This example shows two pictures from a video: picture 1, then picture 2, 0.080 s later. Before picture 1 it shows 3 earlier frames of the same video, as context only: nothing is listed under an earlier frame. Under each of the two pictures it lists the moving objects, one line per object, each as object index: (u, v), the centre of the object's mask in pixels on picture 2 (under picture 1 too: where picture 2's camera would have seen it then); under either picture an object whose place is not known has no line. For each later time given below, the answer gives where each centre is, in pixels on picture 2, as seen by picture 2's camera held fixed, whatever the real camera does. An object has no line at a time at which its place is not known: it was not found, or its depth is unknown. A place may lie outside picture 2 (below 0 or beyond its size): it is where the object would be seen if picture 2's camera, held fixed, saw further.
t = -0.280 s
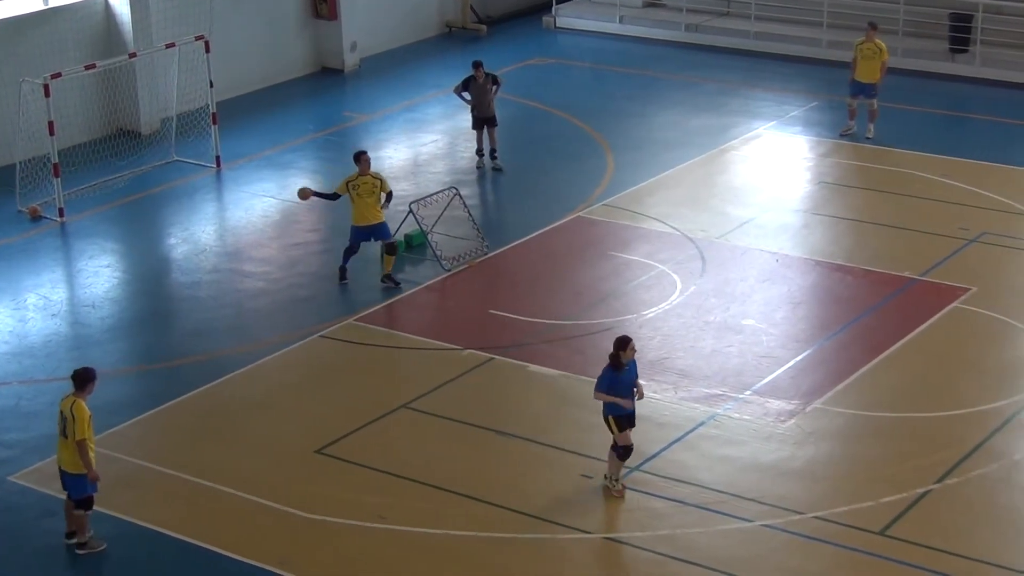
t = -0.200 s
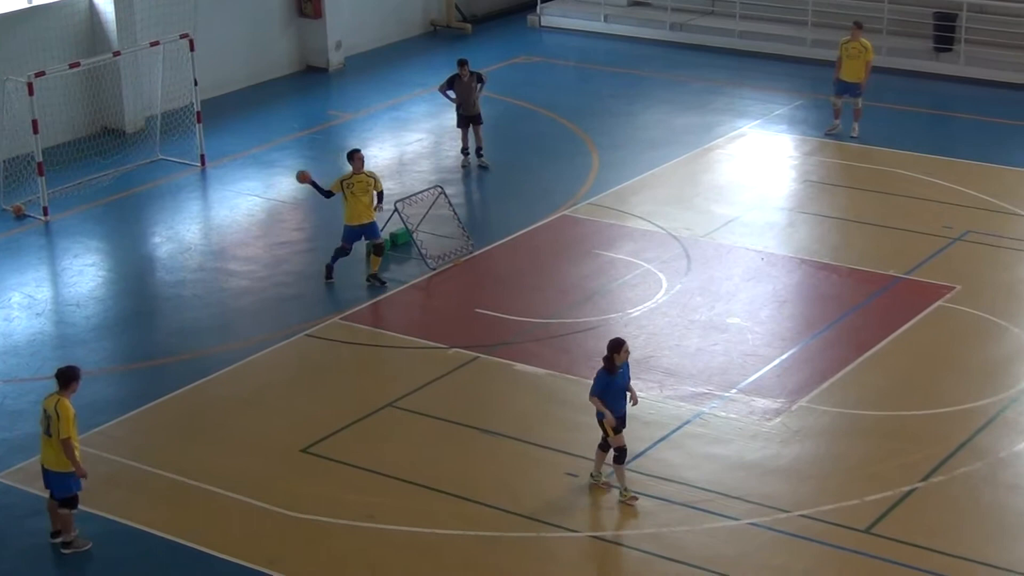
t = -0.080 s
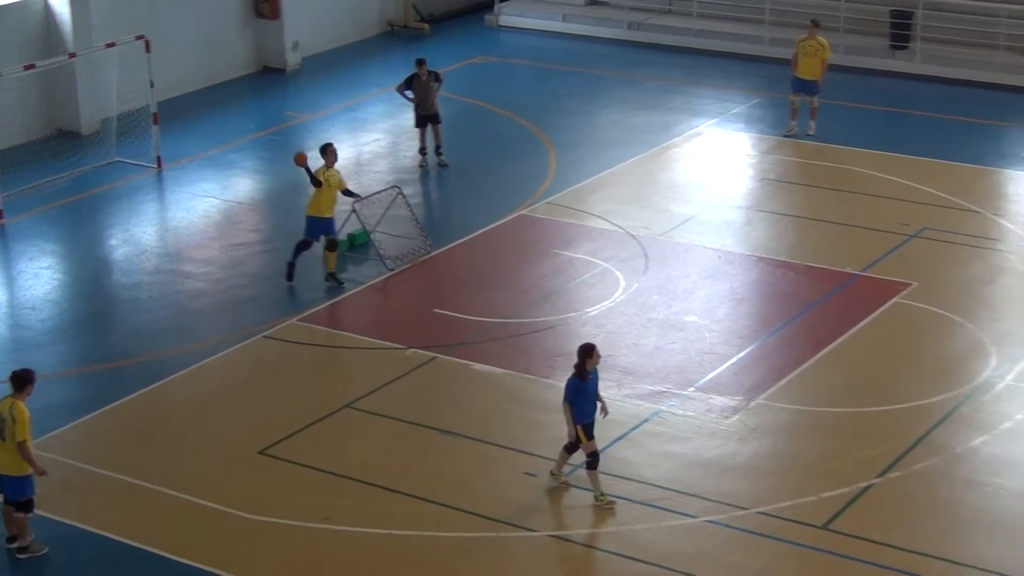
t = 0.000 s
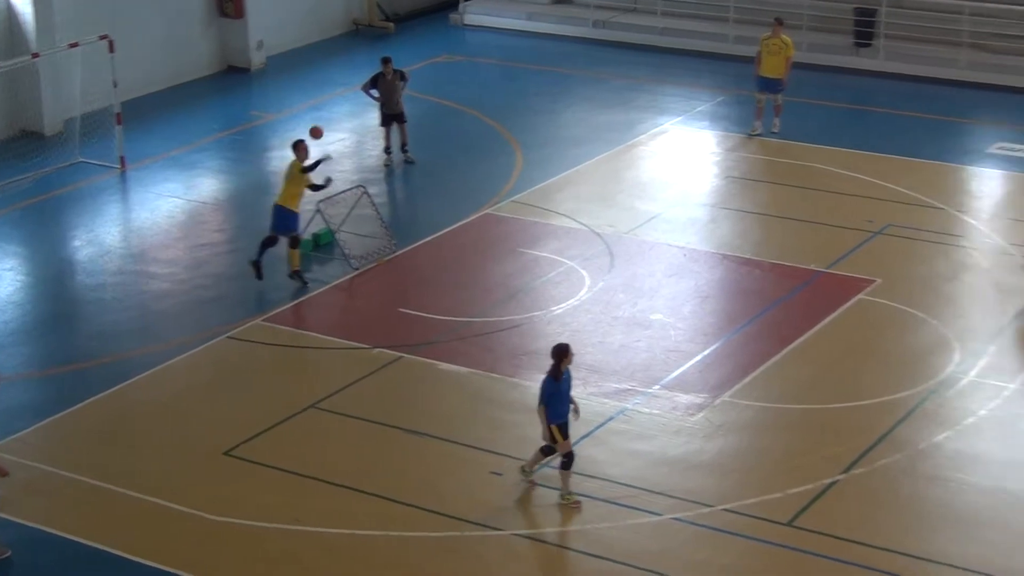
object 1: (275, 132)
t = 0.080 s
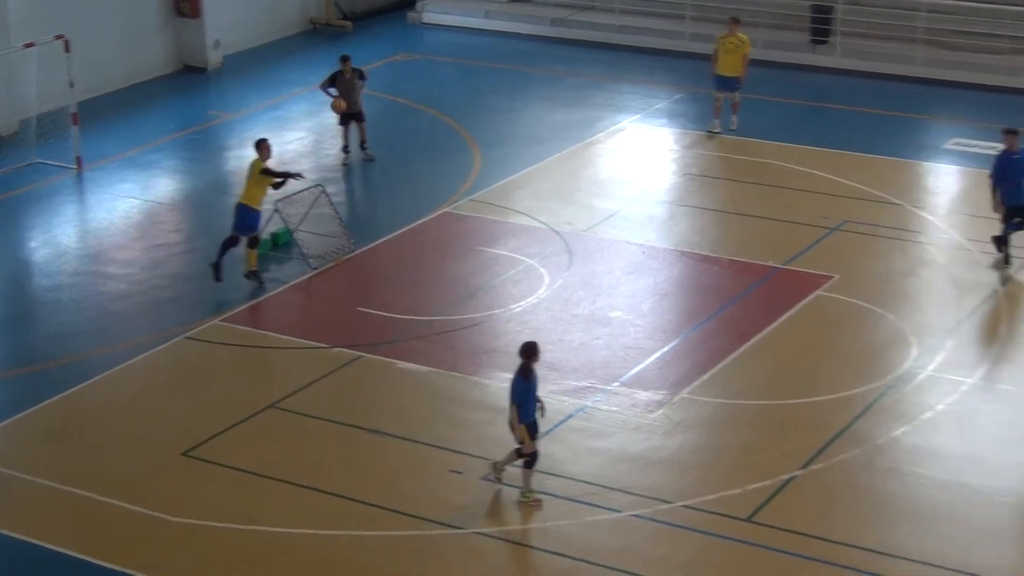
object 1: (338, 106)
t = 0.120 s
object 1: (370, 94)
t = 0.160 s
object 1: (403, 84)
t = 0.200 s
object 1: (436, 75)
